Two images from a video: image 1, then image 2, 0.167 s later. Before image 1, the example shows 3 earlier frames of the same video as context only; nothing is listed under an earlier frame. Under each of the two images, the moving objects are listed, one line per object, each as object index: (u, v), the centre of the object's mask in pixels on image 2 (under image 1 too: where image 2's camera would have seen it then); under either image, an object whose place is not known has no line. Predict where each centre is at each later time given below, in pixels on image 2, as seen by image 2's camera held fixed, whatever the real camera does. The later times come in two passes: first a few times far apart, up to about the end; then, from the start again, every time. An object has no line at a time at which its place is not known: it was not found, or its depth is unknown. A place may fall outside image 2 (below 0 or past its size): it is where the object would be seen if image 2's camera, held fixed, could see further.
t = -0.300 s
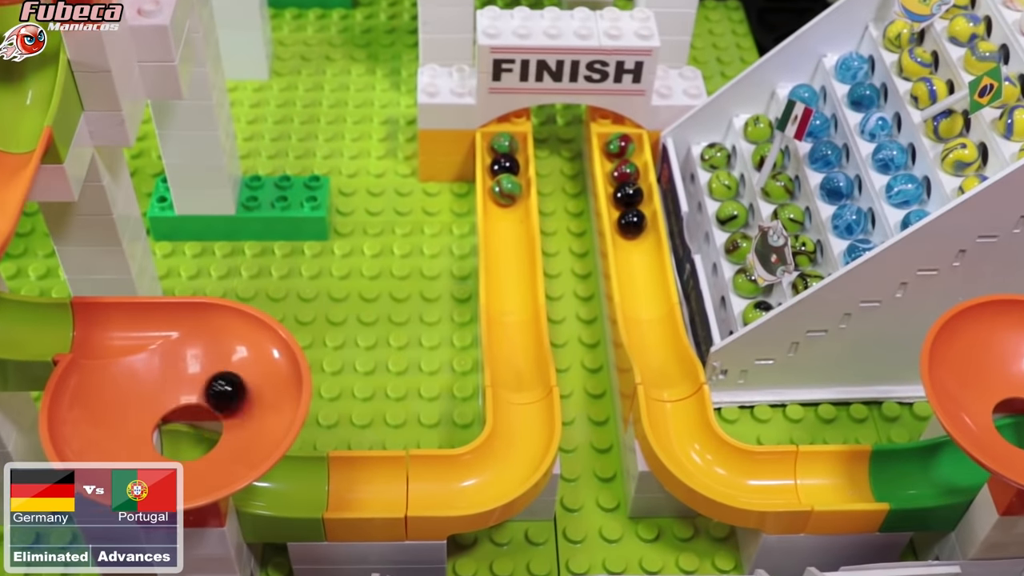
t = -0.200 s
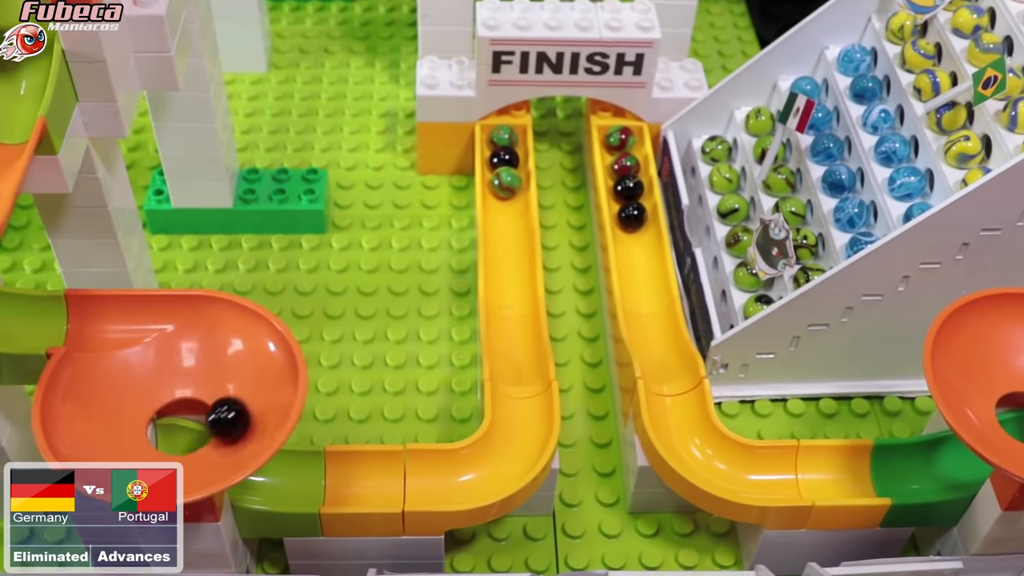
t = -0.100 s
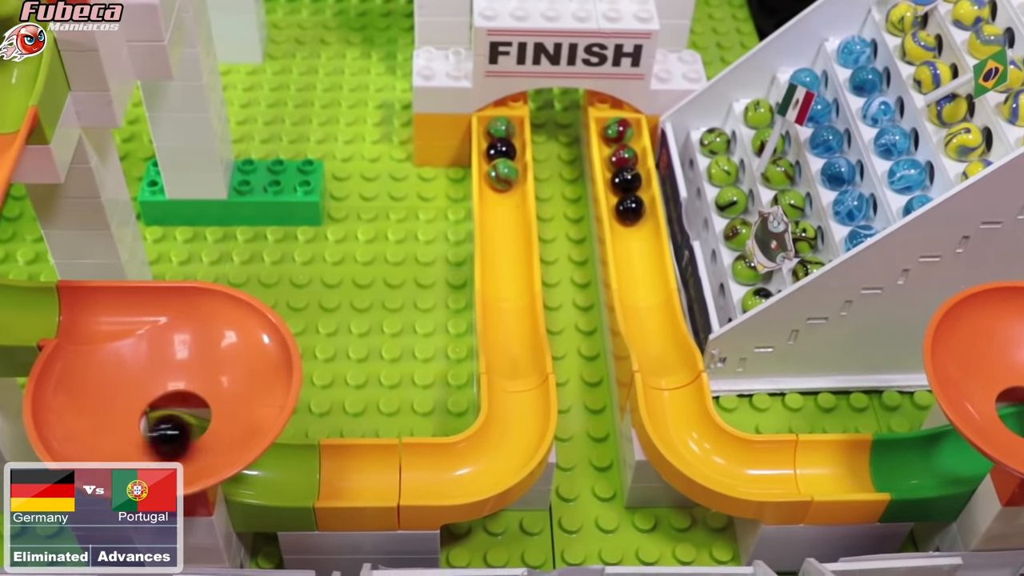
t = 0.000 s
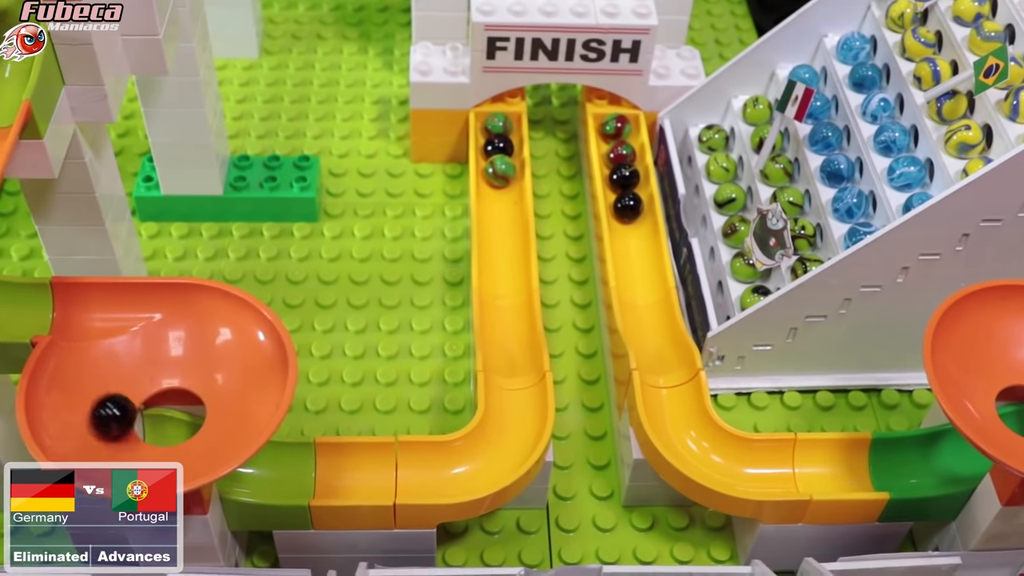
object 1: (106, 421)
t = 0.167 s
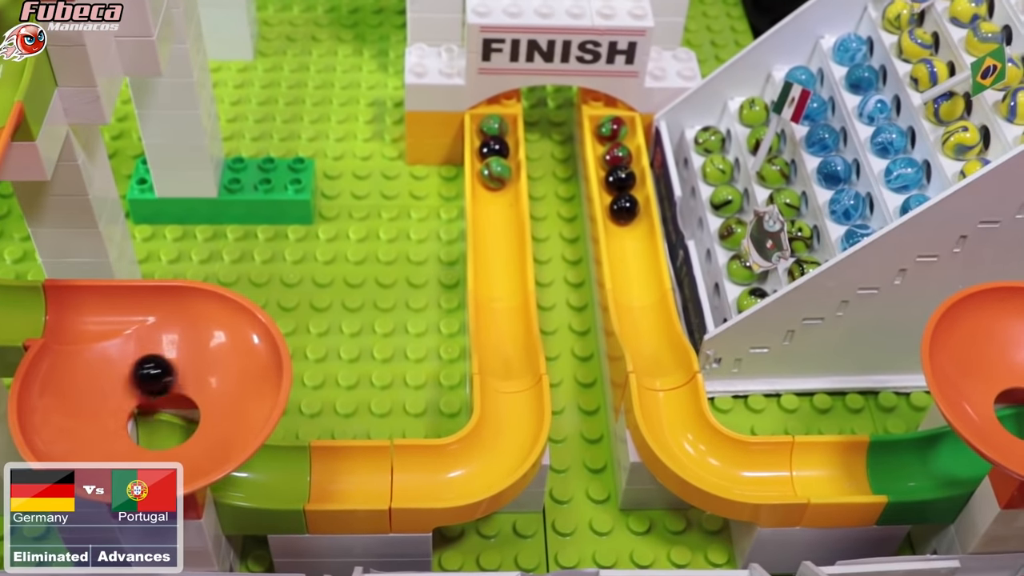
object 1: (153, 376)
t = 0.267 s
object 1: (204, 386)
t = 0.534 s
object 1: (117, 424)
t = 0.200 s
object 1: (173, 375)
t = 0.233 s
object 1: (191, 379)
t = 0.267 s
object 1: (204, 386)
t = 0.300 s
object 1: (212, 396)
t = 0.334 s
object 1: (212, 408)
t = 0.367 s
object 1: (204, 420)
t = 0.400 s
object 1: (190, 430)
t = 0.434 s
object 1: (171, 436)
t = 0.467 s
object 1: (151, 436)
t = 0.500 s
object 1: (132, 432)
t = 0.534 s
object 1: (117, 424)
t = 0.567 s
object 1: (109, 413)
